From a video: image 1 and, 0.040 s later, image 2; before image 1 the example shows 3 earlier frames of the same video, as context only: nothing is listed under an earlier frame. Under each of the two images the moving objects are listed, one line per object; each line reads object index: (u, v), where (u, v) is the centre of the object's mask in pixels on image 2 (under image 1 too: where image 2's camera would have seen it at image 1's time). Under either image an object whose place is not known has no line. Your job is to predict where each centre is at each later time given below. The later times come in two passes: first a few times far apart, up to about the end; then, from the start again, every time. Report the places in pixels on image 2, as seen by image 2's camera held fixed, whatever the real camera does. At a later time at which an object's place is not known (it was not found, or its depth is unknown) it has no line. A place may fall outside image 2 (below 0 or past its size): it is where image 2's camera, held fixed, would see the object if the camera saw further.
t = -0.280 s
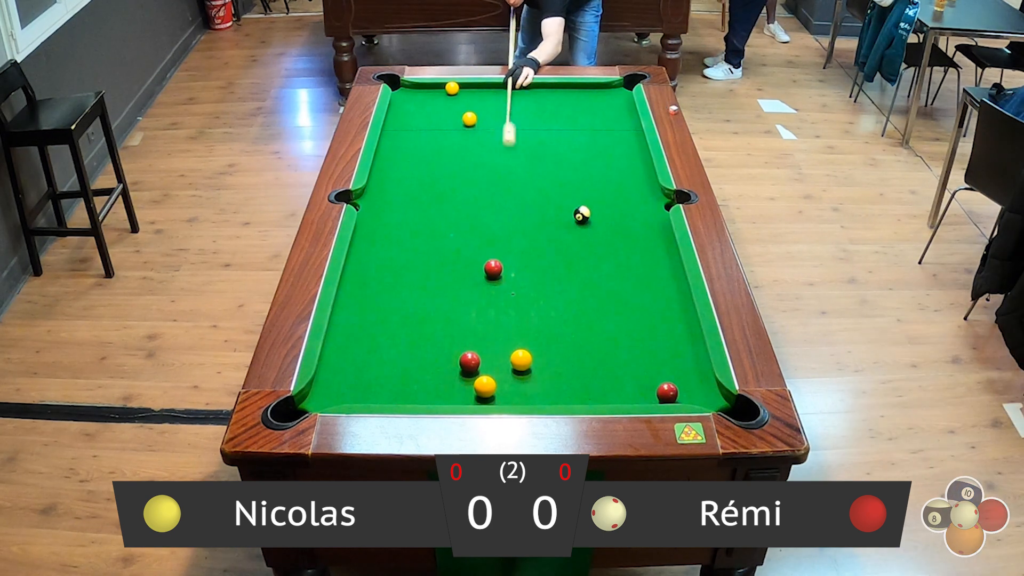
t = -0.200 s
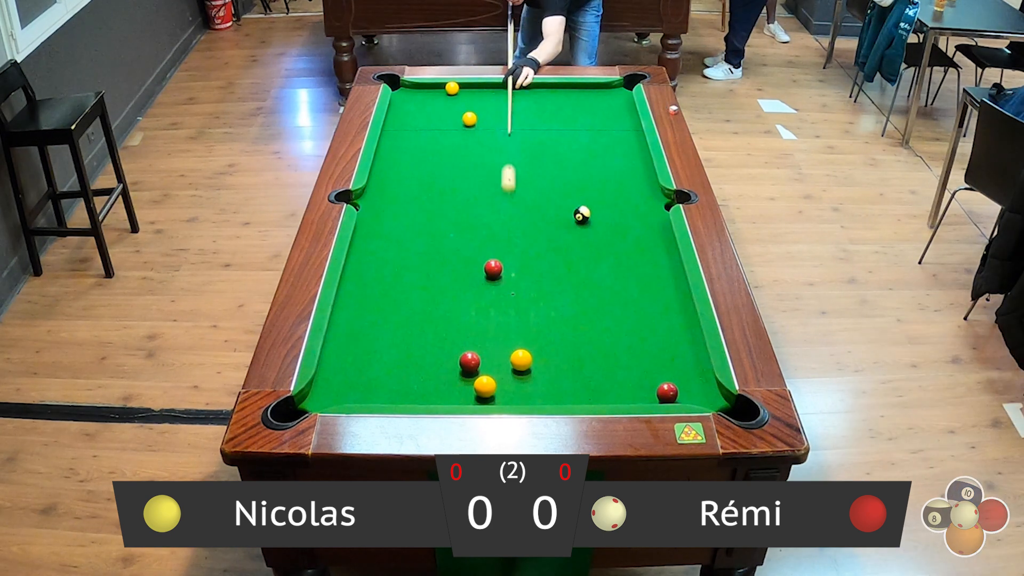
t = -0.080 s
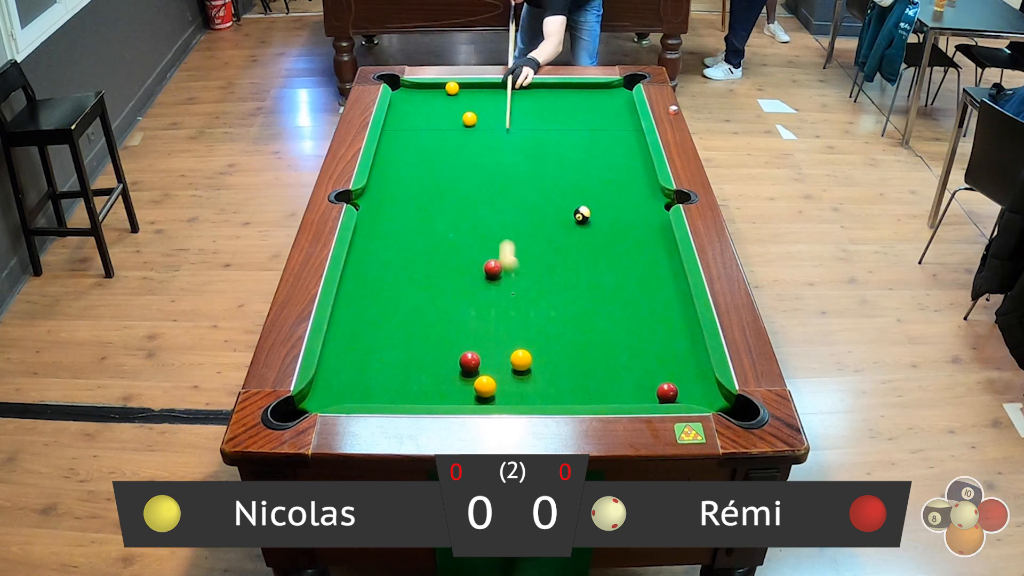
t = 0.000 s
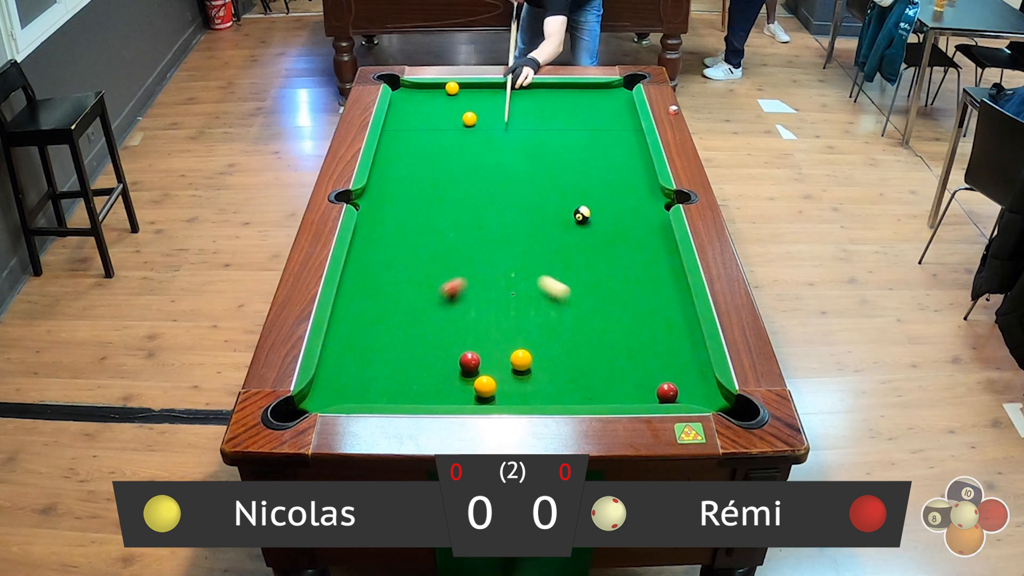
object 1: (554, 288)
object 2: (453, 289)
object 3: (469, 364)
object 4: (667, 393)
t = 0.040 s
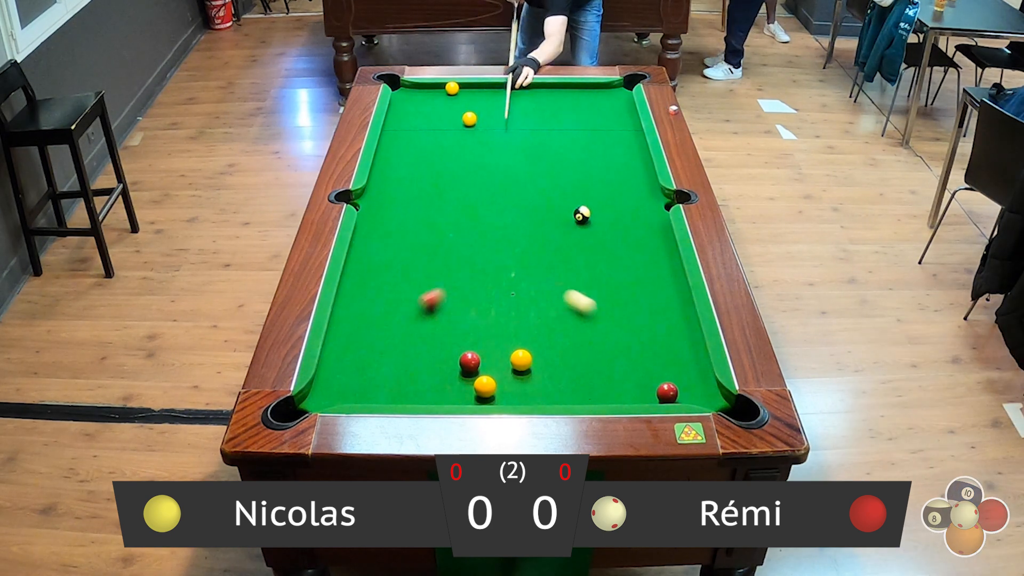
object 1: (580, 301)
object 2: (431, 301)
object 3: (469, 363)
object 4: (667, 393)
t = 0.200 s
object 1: (680, 353)
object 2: (354, 341)
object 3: (469, 363)
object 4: (667, 393)
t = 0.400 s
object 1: (672, 382)
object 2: (369, 383)
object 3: (469, 363)
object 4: (648, 390)
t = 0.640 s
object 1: (652, 387)
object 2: (439, 383)
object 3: (469, 364)
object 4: (612, 358)
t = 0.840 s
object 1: (637, 390)
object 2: (469, 374)
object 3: (493, 347)
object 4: (584, 334)
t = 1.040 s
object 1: (622, 392)
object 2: (493, 370)
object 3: (520, 328)
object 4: (560, 313)
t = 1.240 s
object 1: (609, 394)
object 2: (507, 372)
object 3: (545, 311)
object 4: (536, 292)
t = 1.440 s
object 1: (598, 395)
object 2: (515, 373)
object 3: (567, 294)
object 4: (516, 275)
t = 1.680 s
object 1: (586, 395)
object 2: (520, 373)
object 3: (591, 276)
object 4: (494, 257)
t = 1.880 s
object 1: (578, 395)
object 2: (523, 374)
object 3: (608, 263)
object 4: (477, 242)
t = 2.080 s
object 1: (571, 396)
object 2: (524, 374)
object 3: (624, 252)
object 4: (462, 229)
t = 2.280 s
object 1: (566, 396)
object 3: (638, 241)
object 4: (448, 218)
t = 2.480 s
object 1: (563, 396)
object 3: (651, 232)
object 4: (435, 207)
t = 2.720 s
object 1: (561, 396)
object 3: (661, 223)
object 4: (422, 195)
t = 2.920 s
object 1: (560, 396)
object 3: (651, 217)
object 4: (412, 187)
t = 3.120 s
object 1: (560, 396)
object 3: (642, 212)
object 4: (403, 179)
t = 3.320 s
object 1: (560, 396)
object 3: (635, 208)
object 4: (396, 172)
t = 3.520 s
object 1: (561, 396)
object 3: (628, 205)
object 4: (388, 166)
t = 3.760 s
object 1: (561, 396)
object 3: (622, 201)
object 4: (381, 159)
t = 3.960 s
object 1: (560, 396)
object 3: (618, 199)
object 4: (384, 156)
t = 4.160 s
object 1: (561, 396)
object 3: (614, 197)
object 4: (388, 153)
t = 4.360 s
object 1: (560, 396)
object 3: (612, 196)
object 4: (391, 150)
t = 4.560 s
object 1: (560, 396)
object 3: (610, 195)
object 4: (393, 148)
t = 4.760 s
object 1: (560, 396)
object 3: (610, 194)
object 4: (395, 147)
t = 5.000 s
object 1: (560, 396)
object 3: (610, 194)
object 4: (396, 146)
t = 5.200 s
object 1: (560, 396)
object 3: (610, 194)
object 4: (395, 146)
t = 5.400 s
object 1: (560, 396)
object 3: (610, 194)
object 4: (395, 146)
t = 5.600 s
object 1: (560, 396)
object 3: (610, 194)
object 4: (395, 146)
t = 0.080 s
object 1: (606, 316)
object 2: (411, 312)
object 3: (469, 364)
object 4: (667, 393)
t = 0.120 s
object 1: (631, 329)
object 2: (392, 322)
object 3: (469, 364)
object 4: (667, 393)
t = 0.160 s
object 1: (656, 341)
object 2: (372, 332)
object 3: (469, 363)
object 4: (667, 393)
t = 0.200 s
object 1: (680, 353)
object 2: (354, 341)
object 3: (469, 363)
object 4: (667, 393)
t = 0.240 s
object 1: (699, 365)
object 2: (335, 350)
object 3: (469, 363)
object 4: (667, 393)
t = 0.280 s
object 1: (688, 375)
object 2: (338, 359)
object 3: (469, 363)
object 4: (667, 393)
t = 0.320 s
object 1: (678, 382)
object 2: (349, 367)
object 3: (469, 363)
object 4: (663, 395)
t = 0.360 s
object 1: (675, 382)
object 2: (360, 375)
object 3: (469, 363)
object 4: (655, 394)
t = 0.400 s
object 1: (672, 382)
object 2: (369, 383)
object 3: (469, 363)
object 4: (648, 390)
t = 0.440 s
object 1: (669, 383)
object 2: (380, 390)
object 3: (469, 363)
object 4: (642, 384)
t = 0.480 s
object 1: (665, 384)
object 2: (390, 395)
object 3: (469, 363)
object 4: (635, 378)
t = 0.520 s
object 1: (662, 385)
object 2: (402, 395)
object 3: (469, 363)
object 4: (629, 373)
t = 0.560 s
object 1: (658, 385)
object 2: (414, 392)
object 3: (469, 364)
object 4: (623, 368)
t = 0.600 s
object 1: (655, 386)
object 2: (427, 387)
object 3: (469, 363)
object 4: (618, 363)
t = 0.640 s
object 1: (652, 387)
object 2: (439, 383)
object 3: (469, 364)
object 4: (612, 358)
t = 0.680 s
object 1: (649, 387)
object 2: (450, 377)
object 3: (470, 364)
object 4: (606, 353)
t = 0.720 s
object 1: (646, 388)
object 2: (457, 376)
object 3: (475, 360)
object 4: (601, 348)
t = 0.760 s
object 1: (643, 389)
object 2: (461, 376)
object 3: (481, 355)
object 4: (595, 343)
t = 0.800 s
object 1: (640, 390)
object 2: (465, 375)
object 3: (488, 351)
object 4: (590, 339)
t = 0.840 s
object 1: (637, 390)
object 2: (469, 374)
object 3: (493, 347)
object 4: (584, 334)
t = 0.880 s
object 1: (634, 391)
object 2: (474, 372)
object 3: (499, 343)
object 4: (579, 330)
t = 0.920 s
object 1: (631, 391)
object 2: (477, 371)
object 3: (504, 339)
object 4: (574, 325)
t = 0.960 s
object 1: (628, 391)
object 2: (483, 369)
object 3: (510, 335)
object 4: (569, 321)
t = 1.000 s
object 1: (625, 392)
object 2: (488, 368)
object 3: (515, 331)
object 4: (564, 317)
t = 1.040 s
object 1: (622, 392)
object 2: (493, 370)
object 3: (520, 328)
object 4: (560, 313)
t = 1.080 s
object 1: (620, 393)
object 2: (497, 371)
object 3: (526, 324)
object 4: (555, 309)
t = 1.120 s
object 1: (617, 393)
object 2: (501, 371)
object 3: (530, 321)
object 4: (551, 304)
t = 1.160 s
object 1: (614, 393)
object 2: (504, 371)
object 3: (535, 318)
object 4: (546, 300)
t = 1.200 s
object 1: (612, 394)
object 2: (506, 372)
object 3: (540, 314)
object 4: (541, 294)
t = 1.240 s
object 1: (609, 394)
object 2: (507, 372)
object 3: (545, 311)
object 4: (536, 292)
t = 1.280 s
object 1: (607, 394)
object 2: (509, 372)
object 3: (550, 307)
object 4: (532, 289)
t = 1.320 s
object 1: (604, 394)
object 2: (510, 372)
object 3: (554, 303)
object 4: (528, 286)
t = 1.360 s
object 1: (602, 394)
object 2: (512, 373)
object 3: (559, 300)
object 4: (524, 282)
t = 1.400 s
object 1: (600, 395)
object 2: (513, 373)
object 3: (563, 297)
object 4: (520, 279)
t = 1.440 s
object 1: (598, 395)
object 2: (515, 373)
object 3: (567, 294)
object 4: (516, 275)
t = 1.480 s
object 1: (596, 395)
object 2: (516, 373)
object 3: (571, 290)
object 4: (512, 272)
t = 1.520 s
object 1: (593, 395)
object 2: (517, 373)
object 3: (575, 288)
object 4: (508, 269)
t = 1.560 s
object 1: (591, 395)
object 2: (518, 373)
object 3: (580, 285)
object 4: (505, 266)
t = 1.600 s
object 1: (590, 395)
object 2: (519, 373)
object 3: (583, 282)
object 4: (501, 263)
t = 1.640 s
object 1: (588, 395)
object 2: (520, 373)
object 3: (587, 279)
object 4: (497, 260)
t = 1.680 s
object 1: (586, 395)
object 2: (520, 373)
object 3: (591, 276)
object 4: (494, 257)
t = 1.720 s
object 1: (584, 395)
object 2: (521, 373)
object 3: (595, 274)
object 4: (490, 254)
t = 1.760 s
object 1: (582, 395)
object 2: (522, 373)
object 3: (598, 271)
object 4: (487, 251)
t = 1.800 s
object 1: (581, 395)
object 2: (522, 374)
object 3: (601, 268)
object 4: (483, 248)
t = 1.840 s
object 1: (579, 395)
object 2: (523, 374)
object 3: (605, 266)
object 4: (480, 245)
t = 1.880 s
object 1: (578, 395)
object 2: (523, 374)
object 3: (608, 263)
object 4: (477, 242)
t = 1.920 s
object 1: (576, 396)
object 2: (524, 374)
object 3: (611, 261)
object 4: (473, 240)
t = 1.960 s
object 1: (575, 396)
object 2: (524, 374)
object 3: (614, 258)
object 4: (471, 237)
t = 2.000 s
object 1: (574, 396)
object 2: (524, 374)
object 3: (618, 256)
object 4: (468, 234)
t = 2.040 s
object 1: (573, 396)
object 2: (524, 374)
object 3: (621, 254)
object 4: (465, 232)
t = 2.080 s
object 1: (571, 396)
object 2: (524, 374)
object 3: (624, 252)
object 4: (462, 229)
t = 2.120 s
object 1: (570, 396)
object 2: (524, 374)
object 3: (627, 249)
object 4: (459, 227)
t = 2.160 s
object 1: (569, 396)
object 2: (524, 374)
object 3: (629, 247)
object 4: (456, 224)
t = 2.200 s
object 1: (568, 396)
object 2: (524, 374)
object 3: (632, 245)
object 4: (453, 222)
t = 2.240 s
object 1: (567, 396)
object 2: (524, 374)
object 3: (635, 243)
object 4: (451, 220)
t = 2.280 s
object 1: (566, 396)
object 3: (638, 241)
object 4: (448, 218)
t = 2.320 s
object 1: (565, 396)
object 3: (641, 239)
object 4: (445, 215)
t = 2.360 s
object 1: (565, 396)
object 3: (643, 237)
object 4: (443, 213)
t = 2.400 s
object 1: (564, 396)
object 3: (646, 236)
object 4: (440, 211)
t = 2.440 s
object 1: (564, 396)
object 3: (648, 233)
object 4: (438, 209)
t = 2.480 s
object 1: (563, 396)
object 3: (651, 232)
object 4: (435, 207)
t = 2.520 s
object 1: (562, 396)
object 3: (654, 230)
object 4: (433, 205)
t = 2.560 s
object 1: (562, 396)
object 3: (656, 228)
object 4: (431, 203)
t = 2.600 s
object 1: (561, 396)
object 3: (658, 227)
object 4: (429, 201)
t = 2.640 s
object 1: (561, 396)
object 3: (661, 225)
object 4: (426, 199)
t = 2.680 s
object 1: (561, 396)
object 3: (662, 224)
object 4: (424, 197)
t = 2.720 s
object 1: (561, 396)
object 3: (661, 223)
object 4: (422, 195)
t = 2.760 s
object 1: (560, 396)
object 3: (658, 221)
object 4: (420, 193)
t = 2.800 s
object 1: (560, 396)
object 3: (656, 220)
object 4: (418, 192)
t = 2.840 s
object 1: (560, 396)
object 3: (655, 219)
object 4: (416, 190)
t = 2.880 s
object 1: (560, 396)
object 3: (653, 218)
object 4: (414, 188)
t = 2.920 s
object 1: (560, 396)
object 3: (651, 217)
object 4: (412, 187)
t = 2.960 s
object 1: (560, 396)
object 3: (649, 216)
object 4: (410, 185)
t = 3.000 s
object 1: (560, 396)
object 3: (647, 215)
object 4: (409, 184)
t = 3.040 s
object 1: (560, 396)
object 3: (646, 214)
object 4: (407, 182)
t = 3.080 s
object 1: (560, 396)
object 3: (644, 213)
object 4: (405, 180)
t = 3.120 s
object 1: (560, 396)
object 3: (642, 212)
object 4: (403, 179)
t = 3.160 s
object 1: (560, 396)
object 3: (641, 211)
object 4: (402, 177)
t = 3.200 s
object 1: (560, 396)
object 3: (639, 211)
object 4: (400, 176)
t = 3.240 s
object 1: (560, 396)
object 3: (638, 210)
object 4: (399, 175)
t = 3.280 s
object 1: (560, 396)
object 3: (636, 209)
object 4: (397, 173)
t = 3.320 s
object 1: (560, 396)
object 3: (635, 208)
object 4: (396, 172)
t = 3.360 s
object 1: (560, 396)
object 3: (633, 208)
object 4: (394, 171)
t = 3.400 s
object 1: (561, 396)
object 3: (632, 207)
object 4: (393, 169)
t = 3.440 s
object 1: (560, 396)
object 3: (631, 206)
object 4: (391, 168)
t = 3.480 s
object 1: (561, 396)
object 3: (629, 205)
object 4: (390, 167)
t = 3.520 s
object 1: (561, 396)
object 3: (628, 205)
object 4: (388, 166)
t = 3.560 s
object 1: (560, 396)
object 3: (627, 204)
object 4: (387, 165)
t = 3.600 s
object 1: (561, 396)
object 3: (626, 204)
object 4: (386, 163)
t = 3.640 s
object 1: (561, 396)
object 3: (625, 203)
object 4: (384, 162)
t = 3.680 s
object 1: (561, 396)
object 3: (624, 202)
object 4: (383, 161)
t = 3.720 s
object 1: (561, 396)
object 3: (623, 202)
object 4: (382, 160)
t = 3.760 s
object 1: (561, 396)
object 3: (622, 201)
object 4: (381, 159)
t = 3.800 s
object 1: (560, 396)
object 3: (621, 201)
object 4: (381, 158)
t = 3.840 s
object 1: (561, 396)
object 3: (620, 200)
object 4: (382, 158)
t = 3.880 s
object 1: (561, 396)
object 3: (619, 200)
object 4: (383, 157)
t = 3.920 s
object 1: (560, 396)
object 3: (618, 199)
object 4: (384, 156)
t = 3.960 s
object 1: (560, 396)
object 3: (618, 199)
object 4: (384, 156)
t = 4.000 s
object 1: (560, 396)
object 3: (617, 198)
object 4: (385, 155)
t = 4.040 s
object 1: (560, 396)
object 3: (616, 198)
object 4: (386, 154)
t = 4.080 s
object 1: (560, 396)
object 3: (616, 198)
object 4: (387, 154)
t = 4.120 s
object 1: (561, 396)
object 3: (615, 197)
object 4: (388, 153)
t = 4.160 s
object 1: (561, 396)
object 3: (614, 197)
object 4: (388, 153)
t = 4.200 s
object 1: (561, 396)
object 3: (614, 197)
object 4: (389, 152)
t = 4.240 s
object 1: (561, 396)
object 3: (613, 196)
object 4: (390, 152)
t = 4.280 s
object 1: (561, 396)
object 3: (613, 196)
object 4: (390, 151)
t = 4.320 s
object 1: (560, 396)
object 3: (612, 196)
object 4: (391, 151)
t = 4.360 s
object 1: (560, 396)
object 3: (612, 196)
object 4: (391, 150)
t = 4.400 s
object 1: (560, 396)
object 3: (612, 195)
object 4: (392, 150)
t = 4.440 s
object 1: (560, 396)
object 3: (611, 195)
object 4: (392, 149)
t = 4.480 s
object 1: (560, 396)
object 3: (611, 195)
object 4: (393, 149)
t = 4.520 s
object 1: (560, 396)
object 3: (611, 195)
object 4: (393, 149)
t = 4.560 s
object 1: (560, 396)
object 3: (610, 195)
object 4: (393, 148)
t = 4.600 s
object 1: (560, 396)
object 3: (610, 194)
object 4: (394, 148)
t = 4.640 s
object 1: (561, 396)
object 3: (610, 194)
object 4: (394, 148)
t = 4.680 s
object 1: (560, 396)
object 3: (610, 194)
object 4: (394, 147)
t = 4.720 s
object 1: (560, 396)
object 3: (610, 194)
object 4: (394, 147)
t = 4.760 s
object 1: (560, 396)
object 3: (610, 194)
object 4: (395, 147)
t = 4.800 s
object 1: (560, 396)
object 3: (610, 194)
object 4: (395, 147)
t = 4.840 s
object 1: (560, 396)
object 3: (610, 194)
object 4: (395, 147)
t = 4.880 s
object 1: (560, 396)
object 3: (610, 194)
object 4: (395, 147)
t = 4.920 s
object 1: (560, 396)
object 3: (610, 194)
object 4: (396, 147)
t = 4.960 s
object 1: (560, 396)
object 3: (610, 194)
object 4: (396, 146)
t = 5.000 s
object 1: (560, 396)
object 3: (610, 194)
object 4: (396, 146)
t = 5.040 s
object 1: (560, 396)
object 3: (610, 194)
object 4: (396, 146)
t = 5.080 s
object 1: (560, 396)
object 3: (610, 194)
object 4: (396, 146)
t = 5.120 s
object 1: (560, 396)
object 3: (610, 194)
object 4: (395, 146)
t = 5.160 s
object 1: (560, 396)
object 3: (610, 194)
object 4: (395, 146)
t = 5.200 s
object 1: (560, 396)
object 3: (610, 194)
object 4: (395, 146)
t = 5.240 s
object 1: (560, 396)
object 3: (610, 194)
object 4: (395, 146)
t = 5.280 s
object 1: (560, 396)
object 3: (610, 194)
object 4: (395, 146)
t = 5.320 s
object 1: (560, 396)
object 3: (610, 194)
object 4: (395, 146)
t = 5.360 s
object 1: (560, 396)
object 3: (610, 194)
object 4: (395, 146)
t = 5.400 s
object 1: (560, 396)
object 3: (610, 194)
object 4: (395, 146)
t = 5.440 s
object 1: (560, 396)
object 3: (610, 194)
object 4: (395, 146)
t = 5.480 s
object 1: (560, 396)
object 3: (610, 194)
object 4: (395, 146)
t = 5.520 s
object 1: (560, 396)
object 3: (610, 194)
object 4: (395, 146)
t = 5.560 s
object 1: (560, 396)
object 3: (610, 194)
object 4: (395, 146)
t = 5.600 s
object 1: (560, 396)
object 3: (610, 194)
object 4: (395, 146)
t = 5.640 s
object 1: (560, 396)
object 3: (610, 194)
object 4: (395, 146)
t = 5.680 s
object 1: (560, 396)
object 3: (610, 194)
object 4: (395, 146)
